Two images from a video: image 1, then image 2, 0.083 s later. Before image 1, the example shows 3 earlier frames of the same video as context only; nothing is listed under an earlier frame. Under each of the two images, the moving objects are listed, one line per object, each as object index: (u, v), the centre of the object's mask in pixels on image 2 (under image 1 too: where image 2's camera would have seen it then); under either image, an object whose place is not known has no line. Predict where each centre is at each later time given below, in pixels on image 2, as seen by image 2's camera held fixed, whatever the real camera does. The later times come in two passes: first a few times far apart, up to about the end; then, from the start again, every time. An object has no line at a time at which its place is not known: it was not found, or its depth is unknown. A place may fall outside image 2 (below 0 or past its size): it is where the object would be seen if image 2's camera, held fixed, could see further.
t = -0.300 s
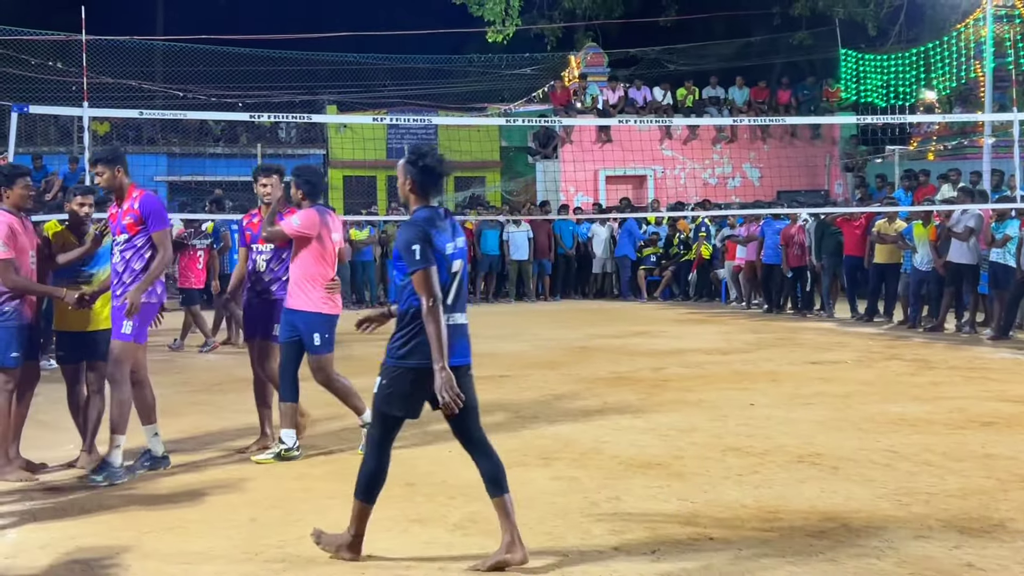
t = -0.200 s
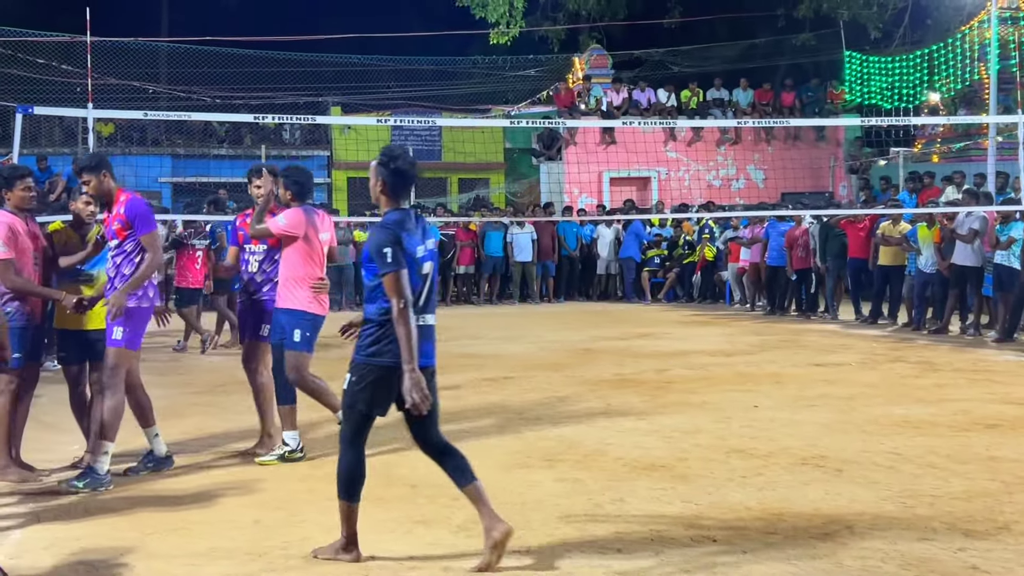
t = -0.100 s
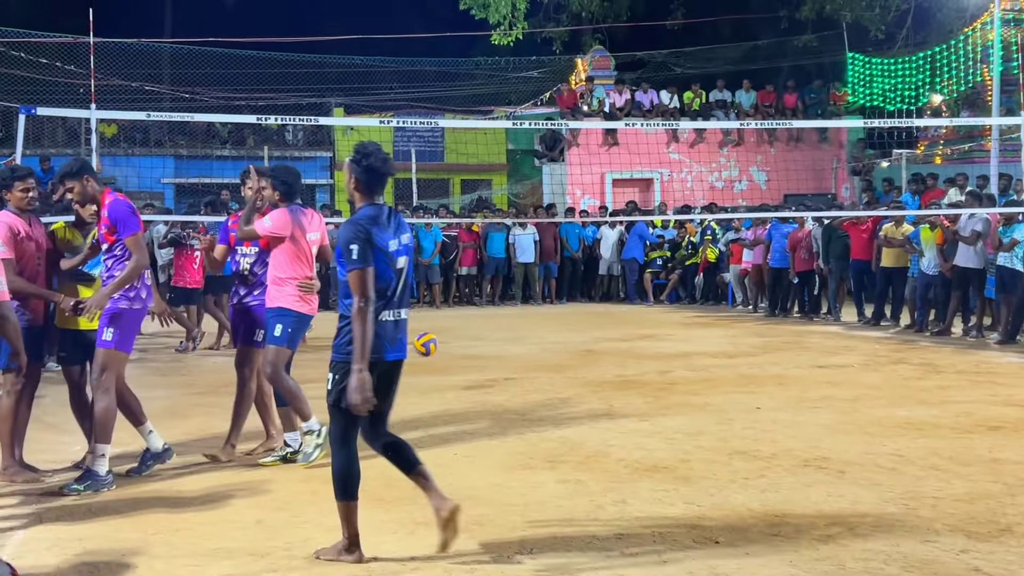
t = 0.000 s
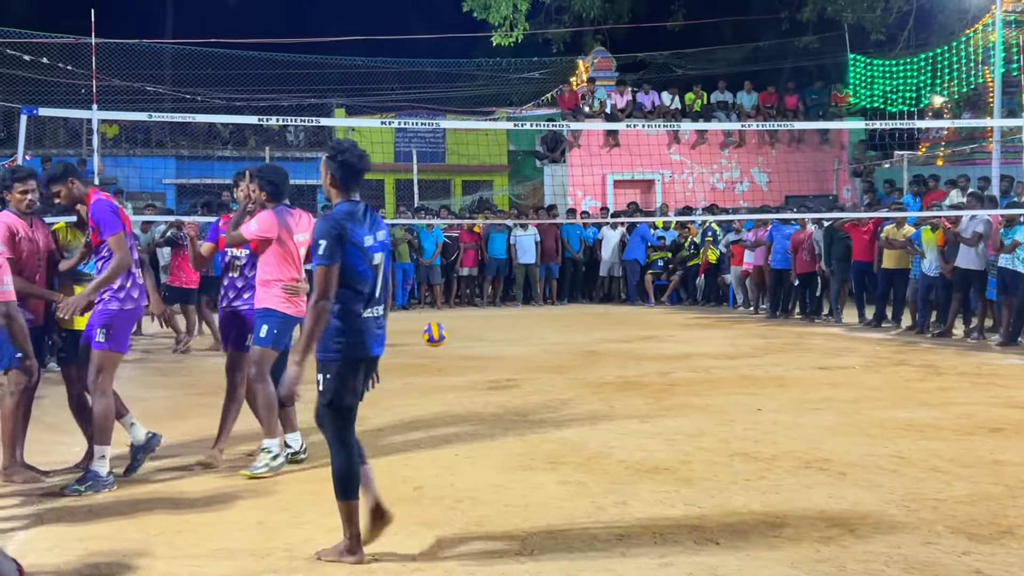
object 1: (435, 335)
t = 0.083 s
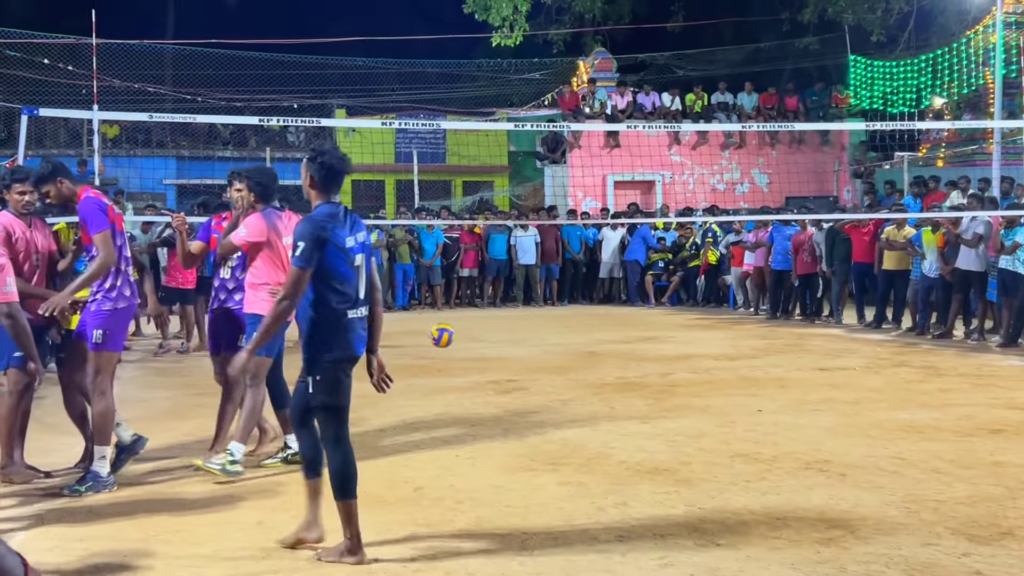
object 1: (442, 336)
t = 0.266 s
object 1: (458, 365)
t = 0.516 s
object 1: (482, 368)
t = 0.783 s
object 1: (507, 374)
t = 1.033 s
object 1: (532, 389)
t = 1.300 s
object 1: (562, 396)
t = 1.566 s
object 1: (589, 400)
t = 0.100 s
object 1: (444, 336)
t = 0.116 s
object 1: (445, 338)
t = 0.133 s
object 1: (447, 340)
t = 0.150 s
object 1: (448, 342)
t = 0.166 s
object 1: (450, 344)
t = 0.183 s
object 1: (451, 347)
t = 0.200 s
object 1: (452, 350)
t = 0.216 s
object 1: (454, 354)
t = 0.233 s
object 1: (455, 357)
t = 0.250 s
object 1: (457, 361)
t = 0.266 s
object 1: (458, 365)
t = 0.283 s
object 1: (460, 370)
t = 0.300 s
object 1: (462, 375)
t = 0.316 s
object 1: (463, 380)
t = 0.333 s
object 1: (465, 386)
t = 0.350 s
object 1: (466, 392)
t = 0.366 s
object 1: (467, 398)
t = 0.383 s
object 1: (469, 396)
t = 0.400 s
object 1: (471, 392)
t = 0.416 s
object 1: (472, 388)
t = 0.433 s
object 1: (473, 384)
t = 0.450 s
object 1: (475, 380)
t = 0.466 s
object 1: (477, 377)
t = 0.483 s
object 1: (479, 373)
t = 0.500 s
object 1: (480, 371)
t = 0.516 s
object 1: (482, 368)
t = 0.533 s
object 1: (483, 366)
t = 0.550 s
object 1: (485, 365)
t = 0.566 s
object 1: (486, 363)
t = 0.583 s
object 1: (487, 362)
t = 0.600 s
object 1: (489, 361)
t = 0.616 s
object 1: (490, 361)
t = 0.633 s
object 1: (492, 360)
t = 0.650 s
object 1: (494, 360)
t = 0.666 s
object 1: (496, 361)
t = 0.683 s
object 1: (497, 362)
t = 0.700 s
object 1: (498, 363)
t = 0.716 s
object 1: (500, 364)
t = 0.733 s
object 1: (502, 366)
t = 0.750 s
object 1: (504, 368)
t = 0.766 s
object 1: (506, 371)
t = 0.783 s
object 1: (507, 374)
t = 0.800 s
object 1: (509, 377)
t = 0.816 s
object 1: (510, 381)
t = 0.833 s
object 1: (512, 386)
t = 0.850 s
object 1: (513, 390)
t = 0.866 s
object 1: (515, 395)
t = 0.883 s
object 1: (517, 401)
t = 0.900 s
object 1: (519, 406)
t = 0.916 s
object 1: (521, 412)
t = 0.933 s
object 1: (522, 411)
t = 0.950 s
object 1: (524, 407)
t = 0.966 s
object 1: (525, 402)
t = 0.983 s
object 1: (527, 399)
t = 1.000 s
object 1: (529, 395)
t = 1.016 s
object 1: (530, 392)
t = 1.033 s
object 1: (532, 389)
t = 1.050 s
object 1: (534, 387)
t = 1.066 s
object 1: (536, 384)
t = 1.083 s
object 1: (538, 383)
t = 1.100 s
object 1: (540, 382)
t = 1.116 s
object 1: (542, 380)
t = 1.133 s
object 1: (543, 380)
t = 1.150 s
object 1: (545, 379)
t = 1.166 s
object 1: (547, 380)
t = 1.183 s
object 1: (549, 380)
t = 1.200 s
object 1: (551, 381)
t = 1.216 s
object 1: (552, 383)
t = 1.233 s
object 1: (554, 384)
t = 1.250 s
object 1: (556, 386)
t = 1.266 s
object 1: (558, 389)
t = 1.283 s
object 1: (560, 392)
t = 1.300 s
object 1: (562, 396)
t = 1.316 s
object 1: (564, 399)
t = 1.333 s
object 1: (566, 404)
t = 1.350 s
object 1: (568, 408)
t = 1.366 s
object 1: (570, 413)
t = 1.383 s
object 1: (571, 418)
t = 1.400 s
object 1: (573, 425)
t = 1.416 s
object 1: (574, 425)
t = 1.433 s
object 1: (576, 421)
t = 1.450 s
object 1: (578, 416)
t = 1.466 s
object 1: (579, 413)
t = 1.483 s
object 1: (581, 410)
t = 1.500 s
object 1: (583, 407)
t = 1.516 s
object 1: (584, 405)
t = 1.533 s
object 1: (586, 403)
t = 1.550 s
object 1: (587, 402)
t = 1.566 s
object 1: (589, 400)
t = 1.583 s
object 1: (591, 400)
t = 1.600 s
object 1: (593, 399)
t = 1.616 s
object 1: (594, 399)
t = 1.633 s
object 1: (596, 400)
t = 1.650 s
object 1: (598, 401)
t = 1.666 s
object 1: (599, 403)
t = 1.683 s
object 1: (601, 405)
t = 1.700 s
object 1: (603, 407)
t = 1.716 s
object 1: (605, 409)
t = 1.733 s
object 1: (606, 412)
